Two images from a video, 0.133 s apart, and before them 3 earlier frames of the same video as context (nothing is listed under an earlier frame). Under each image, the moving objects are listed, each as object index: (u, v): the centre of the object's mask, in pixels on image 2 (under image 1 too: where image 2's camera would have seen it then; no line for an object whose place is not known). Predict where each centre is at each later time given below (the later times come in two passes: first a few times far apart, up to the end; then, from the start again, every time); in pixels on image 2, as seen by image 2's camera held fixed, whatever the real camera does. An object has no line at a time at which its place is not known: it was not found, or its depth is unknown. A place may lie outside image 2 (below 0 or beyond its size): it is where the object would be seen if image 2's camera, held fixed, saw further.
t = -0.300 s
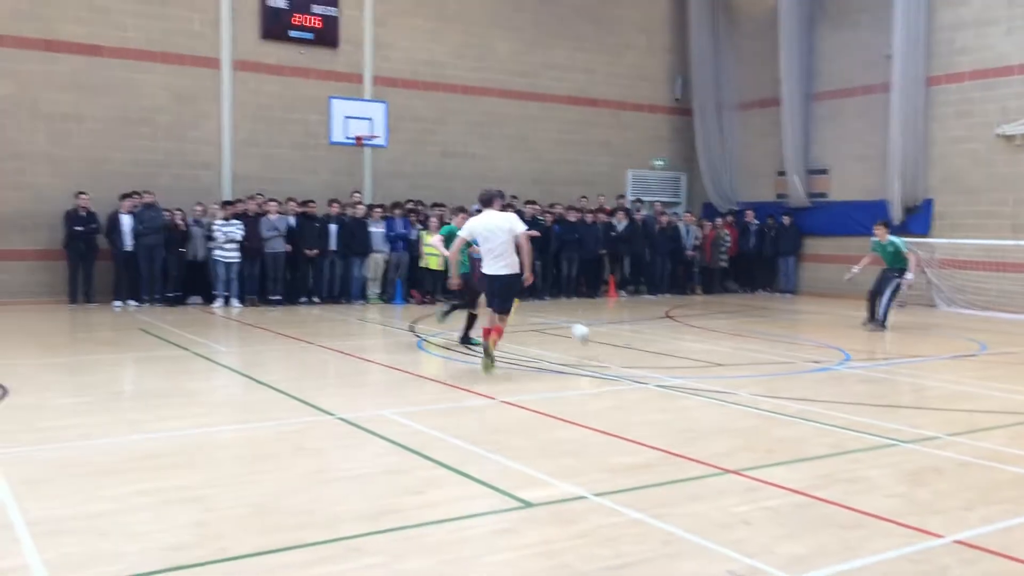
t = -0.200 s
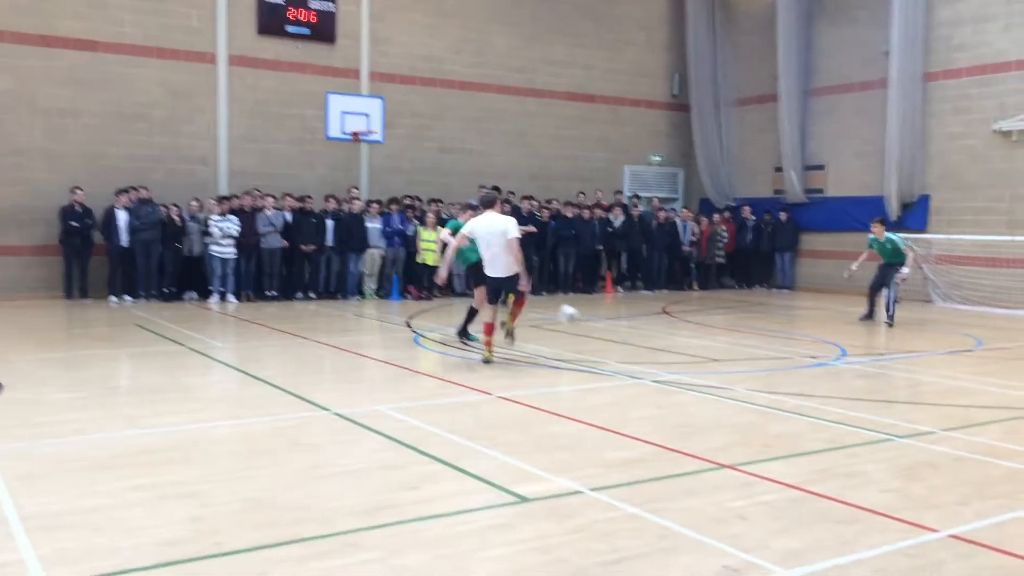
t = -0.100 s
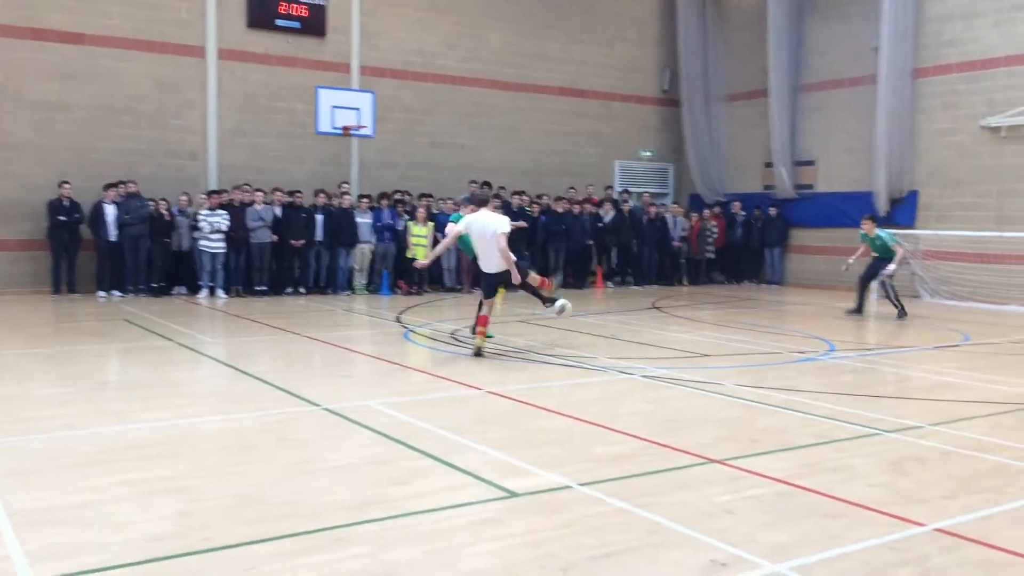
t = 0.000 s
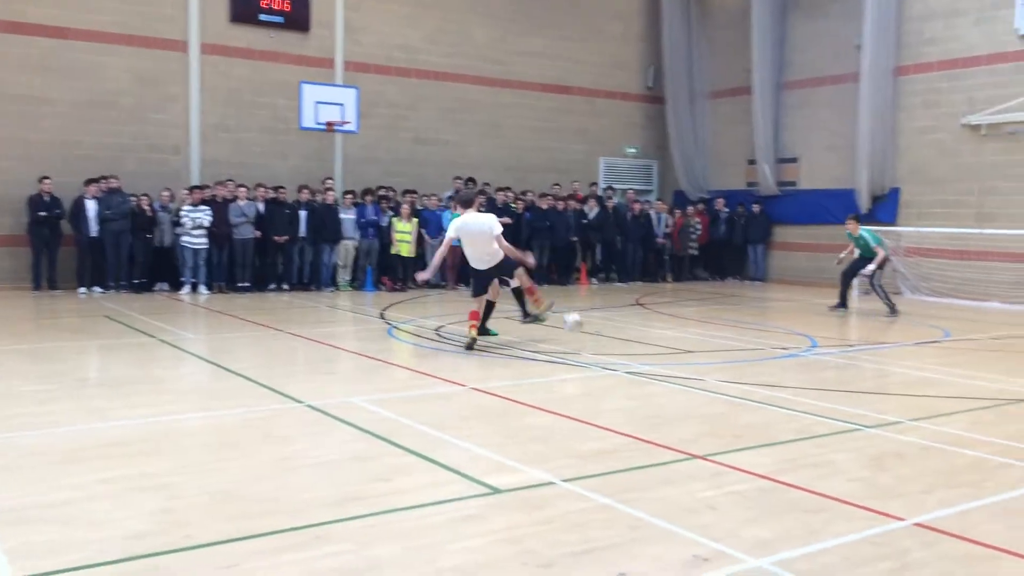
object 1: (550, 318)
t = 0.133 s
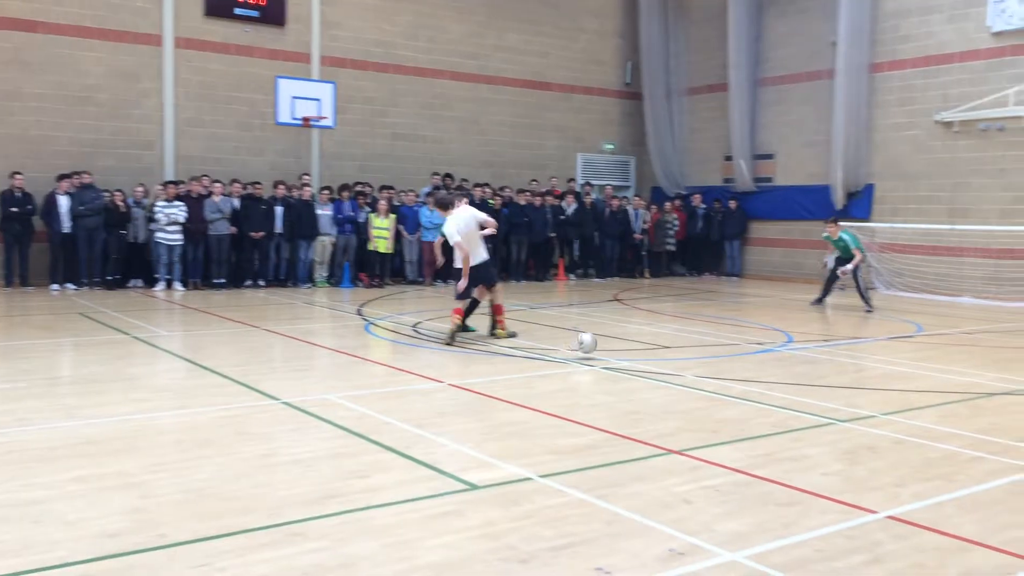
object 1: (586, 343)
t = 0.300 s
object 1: (628, 349)
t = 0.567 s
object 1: (701, 383)
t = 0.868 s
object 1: (802, 415)
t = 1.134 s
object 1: (920, 454)
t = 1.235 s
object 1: (976, 472)
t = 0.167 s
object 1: (594, 342)
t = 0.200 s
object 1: (602, 342)
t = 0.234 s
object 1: (611, 343)
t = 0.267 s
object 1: (619, 345)
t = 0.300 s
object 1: (628, 349)
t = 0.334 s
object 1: (638, 356)
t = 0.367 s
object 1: (647, 363)
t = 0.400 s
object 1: (656, 369)
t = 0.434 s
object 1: (666, 369)
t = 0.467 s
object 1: (674, 371)
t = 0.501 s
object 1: (682, 375)
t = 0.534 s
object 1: (692, 380)
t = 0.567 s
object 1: (701, 383)
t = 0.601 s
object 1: (711, 387)
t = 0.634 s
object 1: (721, 390)
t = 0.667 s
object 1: (732, 393)
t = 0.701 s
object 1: (742, 395)
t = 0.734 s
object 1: (753, 400)
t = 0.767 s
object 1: (765, 403)
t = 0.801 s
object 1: (777, 407)
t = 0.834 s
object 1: (788, 411)
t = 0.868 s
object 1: (802, 415)
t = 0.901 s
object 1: (815, 420)
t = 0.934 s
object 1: (829, 424)
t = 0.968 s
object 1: (843, 428)
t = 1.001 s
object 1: (856, 434)
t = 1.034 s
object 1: (872, 439)
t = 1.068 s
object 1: (887, 443)
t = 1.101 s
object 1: (905, 449)
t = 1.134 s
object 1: (920, 454)
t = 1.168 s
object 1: (936, 460)
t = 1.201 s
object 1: (956, 467)
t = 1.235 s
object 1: (976, 472)
